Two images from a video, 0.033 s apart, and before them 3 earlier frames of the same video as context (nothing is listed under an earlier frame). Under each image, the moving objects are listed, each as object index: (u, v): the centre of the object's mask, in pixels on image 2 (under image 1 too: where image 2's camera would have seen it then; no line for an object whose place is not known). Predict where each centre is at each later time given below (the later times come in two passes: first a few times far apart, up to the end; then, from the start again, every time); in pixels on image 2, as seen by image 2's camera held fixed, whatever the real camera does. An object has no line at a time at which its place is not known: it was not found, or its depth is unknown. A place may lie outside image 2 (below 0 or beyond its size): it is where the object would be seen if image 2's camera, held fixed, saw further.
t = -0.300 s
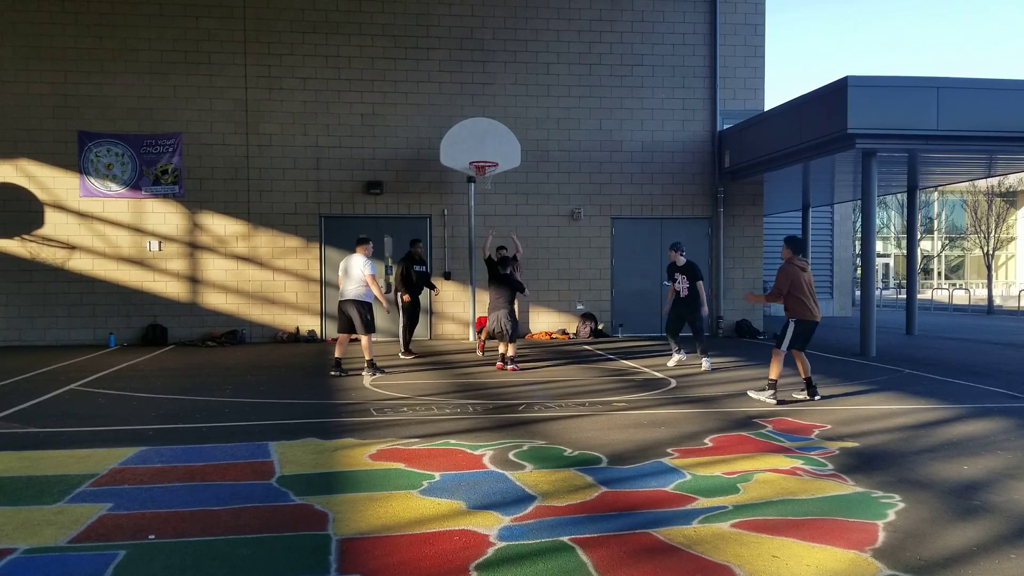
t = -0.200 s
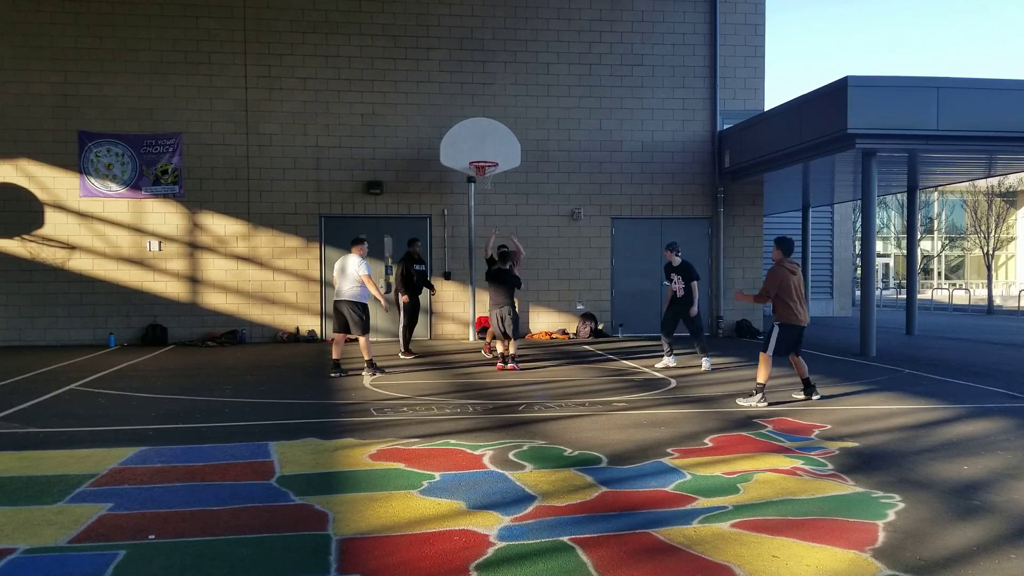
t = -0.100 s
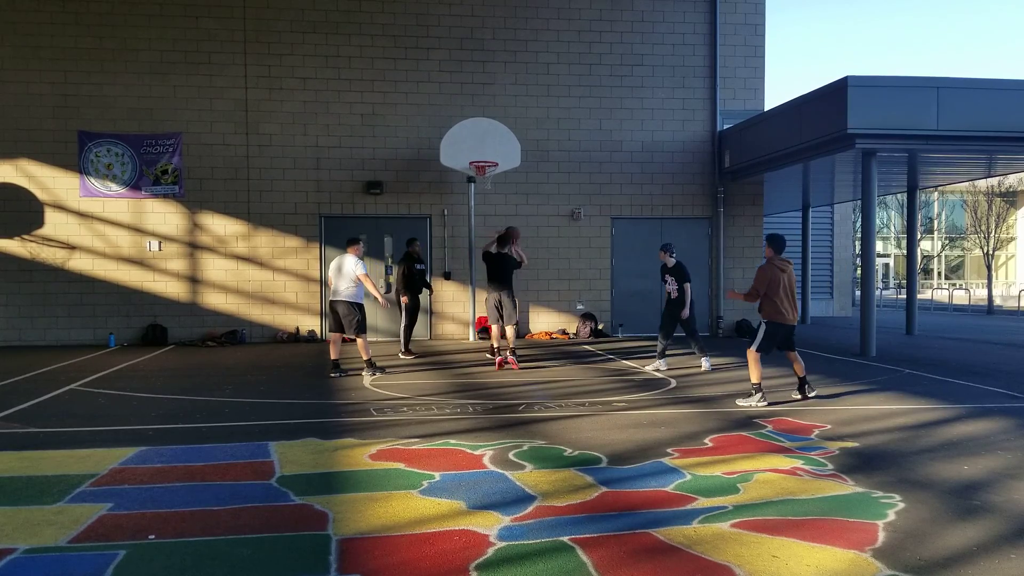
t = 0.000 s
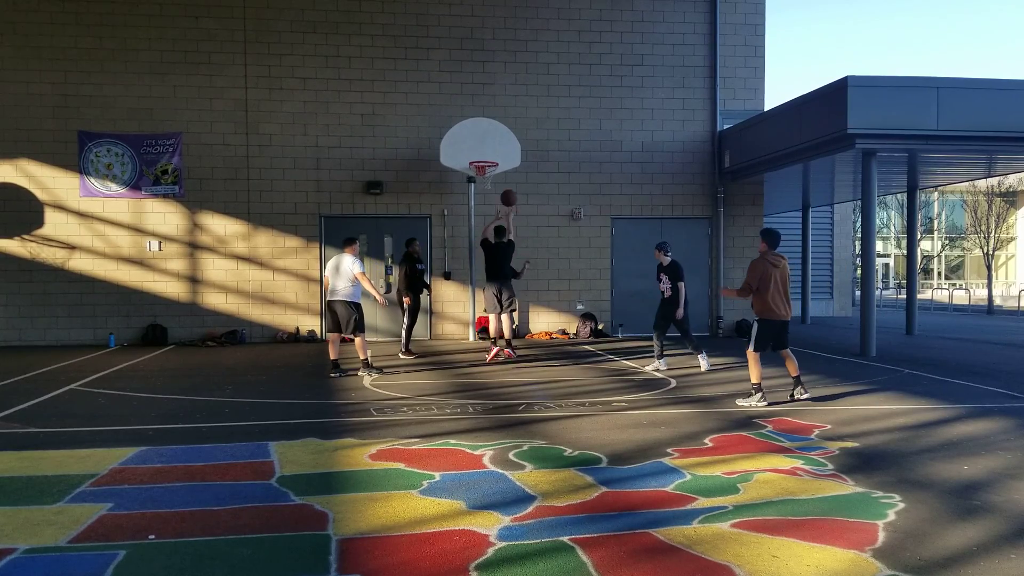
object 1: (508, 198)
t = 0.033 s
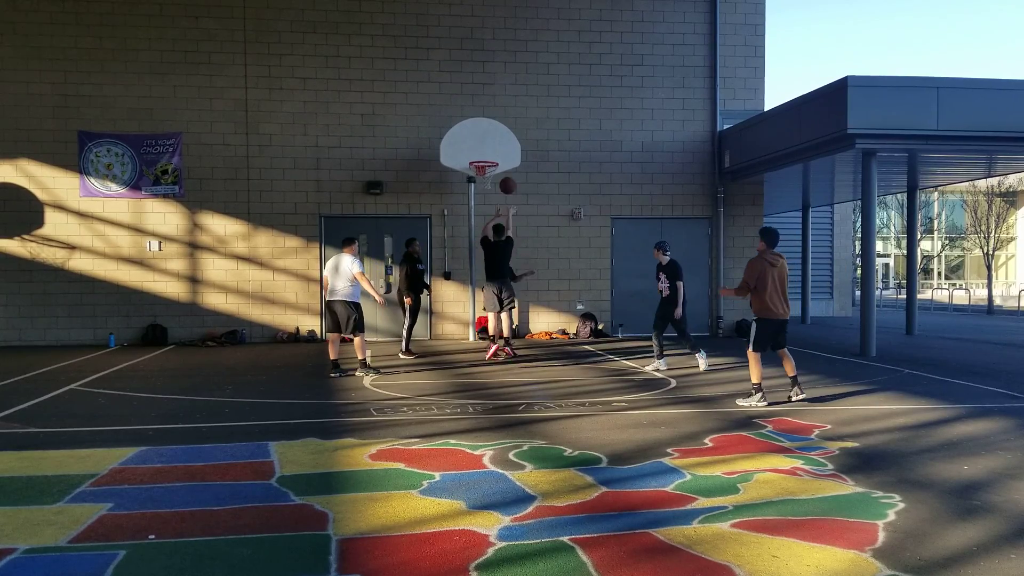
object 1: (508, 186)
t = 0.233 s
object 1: (502, 130)
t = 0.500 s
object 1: (494, 103)
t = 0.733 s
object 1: (490, 116)
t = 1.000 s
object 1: (485, 170)
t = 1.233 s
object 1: (483, 204)
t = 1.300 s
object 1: (483, 216)
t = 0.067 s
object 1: (506, 174)
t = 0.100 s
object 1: (506, 163)
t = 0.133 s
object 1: (505, 154)
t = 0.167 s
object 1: (503, 145)
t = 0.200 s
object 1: (503, 137)
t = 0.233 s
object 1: (502, 130)
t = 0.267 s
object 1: (501, 124)
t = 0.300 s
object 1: (500, 118)
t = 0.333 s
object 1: (499, 114)
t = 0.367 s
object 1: (498, 110)
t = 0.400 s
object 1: (497, 107)
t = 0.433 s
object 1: (496, 105)
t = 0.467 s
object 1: (495, 103)
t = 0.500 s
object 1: (494, 103)
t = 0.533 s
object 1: (493, 102)
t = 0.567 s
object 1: (493, 103)
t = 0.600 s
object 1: (492, 105)
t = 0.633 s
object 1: (491, 107)
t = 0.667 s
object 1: (491, 110)
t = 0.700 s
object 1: (490, 113)
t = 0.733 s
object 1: (490, 116)
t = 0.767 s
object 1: (488, 122)
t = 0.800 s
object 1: (488, 127)
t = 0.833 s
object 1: (487, 133)
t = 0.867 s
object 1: (486, 140)
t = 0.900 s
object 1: (486, 147)
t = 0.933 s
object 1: (485, 154)
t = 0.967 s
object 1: (485, 161)
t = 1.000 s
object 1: (485, 170)
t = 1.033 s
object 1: (484, 179)
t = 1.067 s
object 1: (484, 182)
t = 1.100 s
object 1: (484, 185)
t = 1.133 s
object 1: (484, 189)
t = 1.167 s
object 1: (483, 193)
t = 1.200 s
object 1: (483, 198)
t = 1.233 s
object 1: (483, 204)
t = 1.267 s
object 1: (483, 210)
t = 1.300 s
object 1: (483, 216)
